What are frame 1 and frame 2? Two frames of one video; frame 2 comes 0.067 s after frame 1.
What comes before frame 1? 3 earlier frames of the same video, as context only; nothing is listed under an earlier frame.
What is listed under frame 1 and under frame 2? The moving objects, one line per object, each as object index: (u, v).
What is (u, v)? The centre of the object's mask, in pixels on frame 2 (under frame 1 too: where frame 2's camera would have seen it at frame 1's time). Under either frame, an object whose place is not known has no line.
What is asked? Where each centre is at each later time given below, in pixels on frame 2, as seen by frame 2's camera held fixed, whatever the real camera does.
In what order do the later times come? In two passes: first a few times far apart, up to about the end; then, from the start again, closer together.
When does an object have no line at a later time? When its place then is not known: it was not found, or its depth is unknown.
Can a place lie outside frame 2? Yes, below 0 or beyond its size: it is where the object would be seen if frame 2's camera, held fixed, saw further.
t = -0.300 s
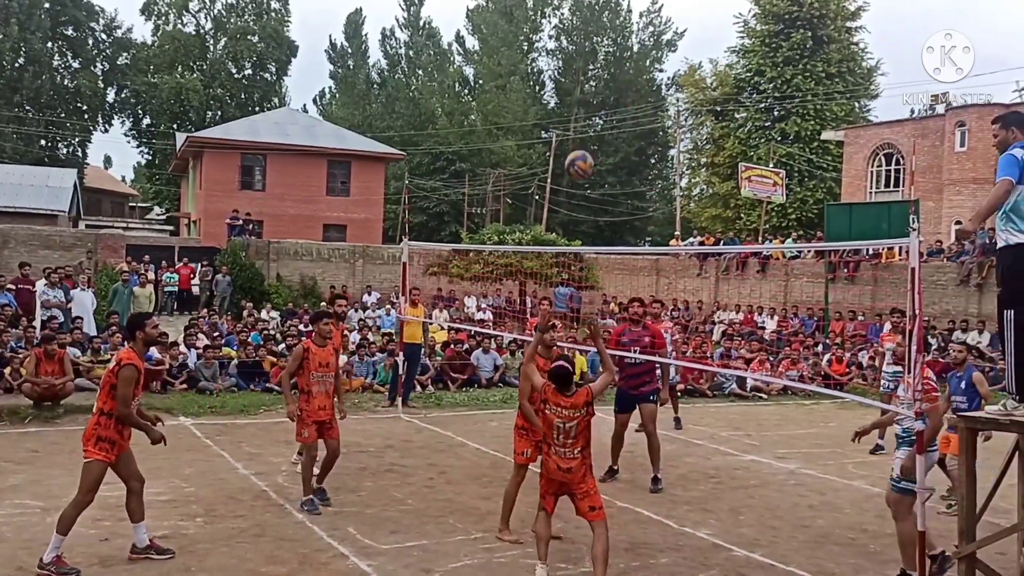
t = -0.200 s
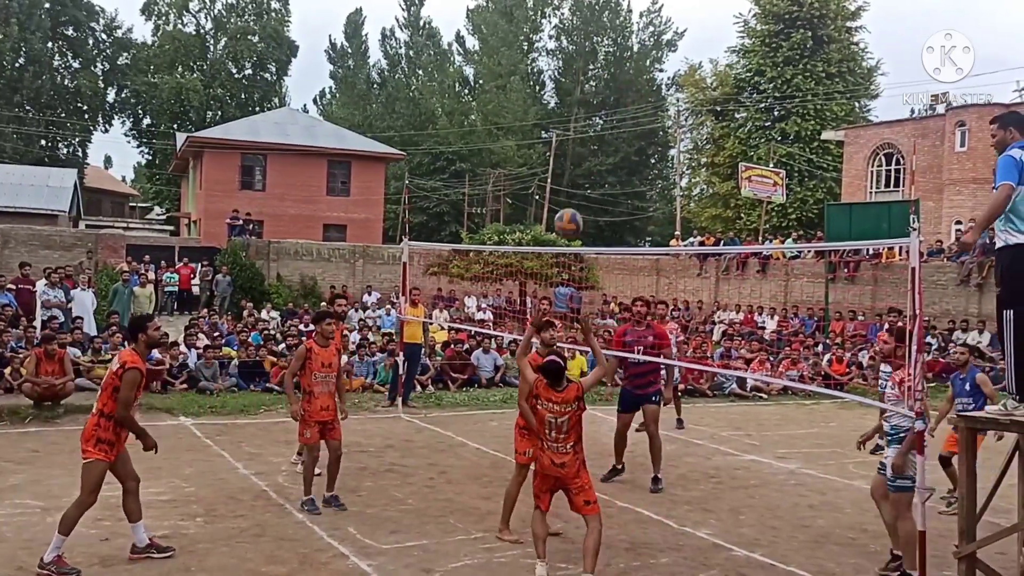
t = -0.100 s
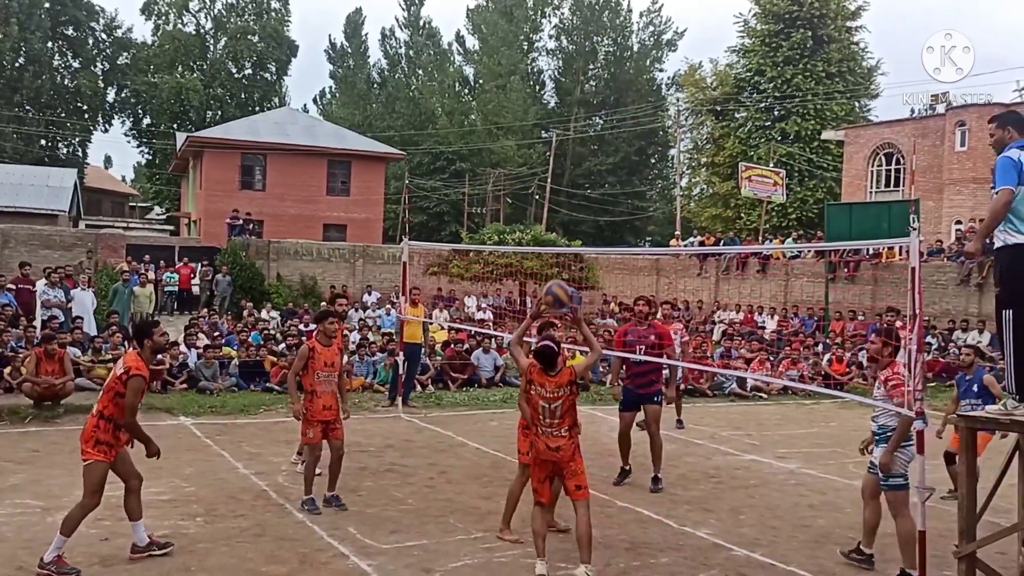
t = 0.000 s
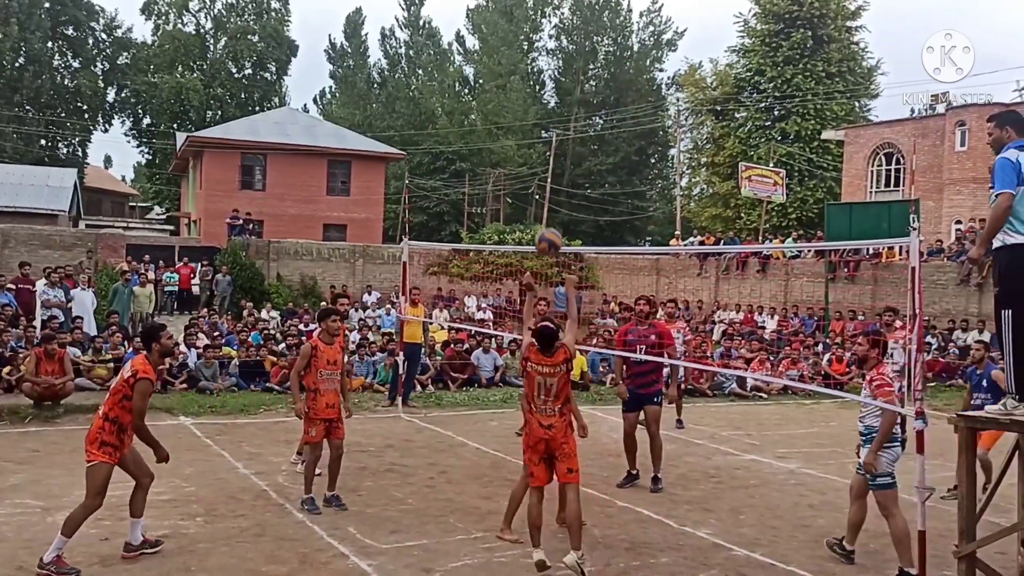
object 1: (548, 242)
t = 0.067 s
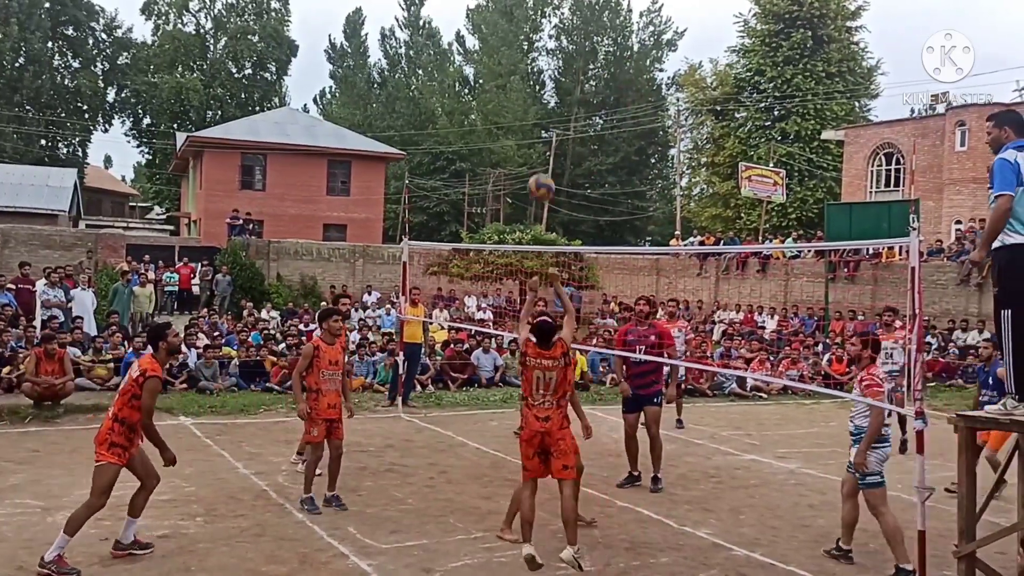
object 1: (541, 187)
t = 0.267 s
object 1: (519, 72)
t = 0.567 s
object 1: (488, 9)
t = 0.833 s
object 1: (460, 38)
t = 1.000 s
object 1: (444, 90)
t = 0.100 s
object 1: (537, 163)
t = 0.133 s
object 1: (534, 141)
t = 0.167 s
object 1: (530, 122)
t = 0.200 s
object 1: (526, 104)
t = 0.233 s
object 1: (523, 87)
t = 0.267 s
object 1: (519, 72)
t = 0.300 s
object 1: (516, 60)
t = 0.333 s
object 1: (511, 47)
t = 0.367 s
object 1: (508, 37)
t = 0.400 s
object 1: (504, 28)
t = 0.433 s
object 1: (501, 21)
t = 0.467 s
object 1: (498, 16)
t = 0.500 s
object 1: (494, 12)
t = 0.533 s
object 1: (491, 10)
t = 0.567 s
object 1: (488, 9)
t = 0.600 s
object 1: (484, 9)
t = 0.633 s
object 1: (481, 9)
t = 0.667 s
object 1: (478, 10)
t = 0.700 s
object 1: (477, 12)
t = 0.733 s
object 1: (471, 18)
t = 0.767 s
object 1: (467, 23)
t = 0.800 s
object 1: (464, 30)
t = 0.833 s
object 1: (460, 38)
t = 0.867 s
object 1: (457, 45)
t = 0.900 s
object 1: (454, 55)
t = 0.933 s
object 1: (450, 66)
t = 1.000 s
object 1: (444, 90)
